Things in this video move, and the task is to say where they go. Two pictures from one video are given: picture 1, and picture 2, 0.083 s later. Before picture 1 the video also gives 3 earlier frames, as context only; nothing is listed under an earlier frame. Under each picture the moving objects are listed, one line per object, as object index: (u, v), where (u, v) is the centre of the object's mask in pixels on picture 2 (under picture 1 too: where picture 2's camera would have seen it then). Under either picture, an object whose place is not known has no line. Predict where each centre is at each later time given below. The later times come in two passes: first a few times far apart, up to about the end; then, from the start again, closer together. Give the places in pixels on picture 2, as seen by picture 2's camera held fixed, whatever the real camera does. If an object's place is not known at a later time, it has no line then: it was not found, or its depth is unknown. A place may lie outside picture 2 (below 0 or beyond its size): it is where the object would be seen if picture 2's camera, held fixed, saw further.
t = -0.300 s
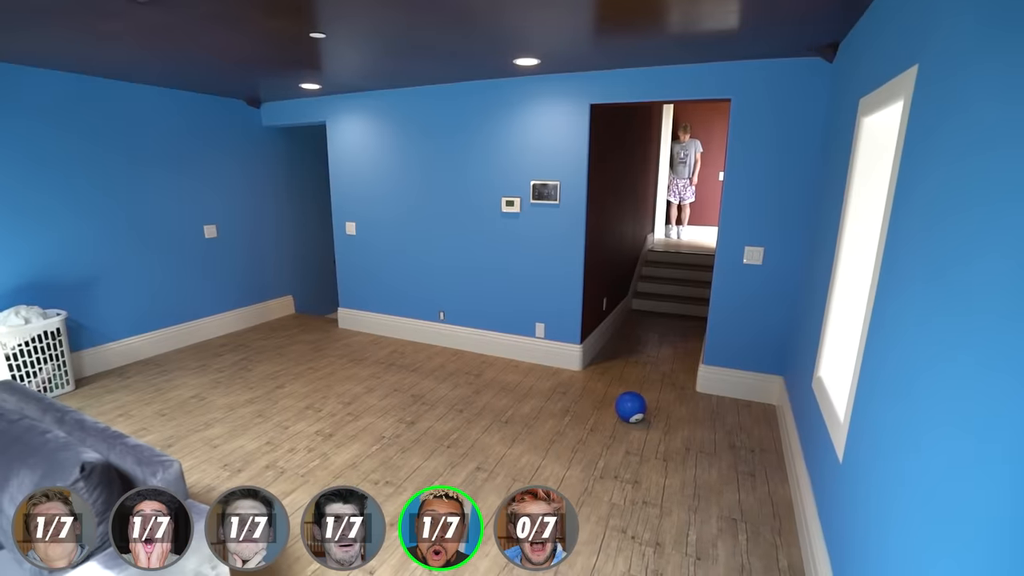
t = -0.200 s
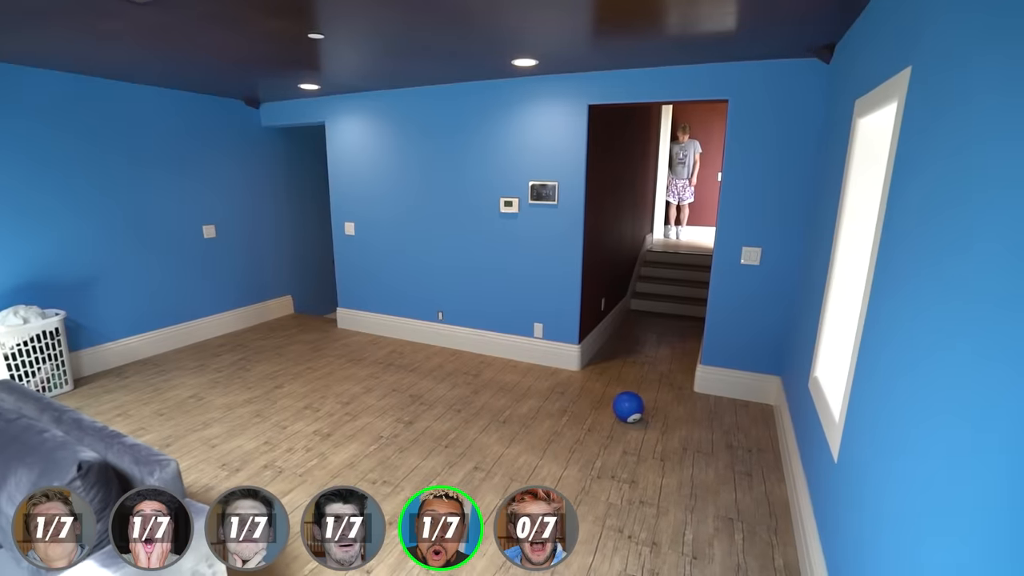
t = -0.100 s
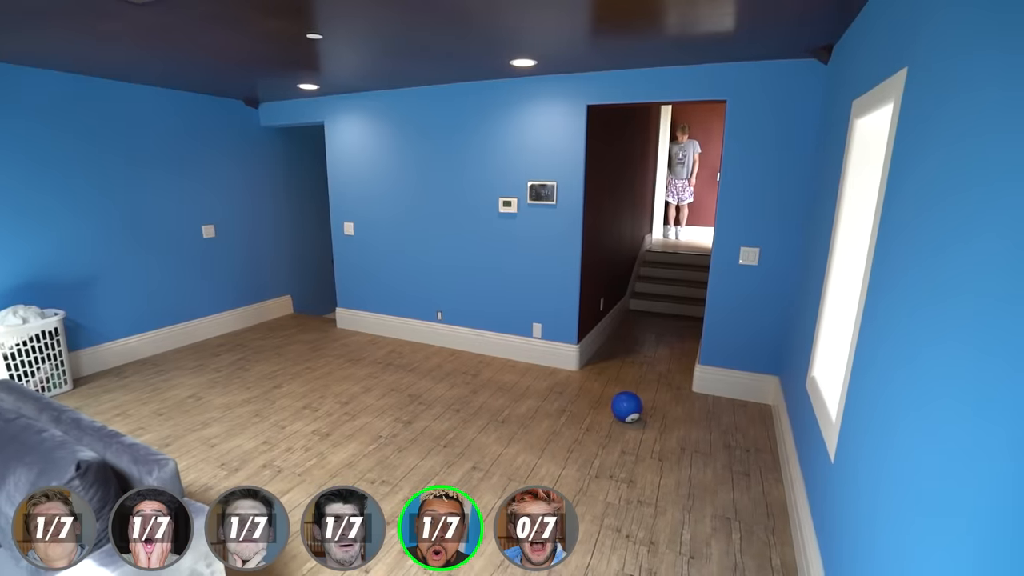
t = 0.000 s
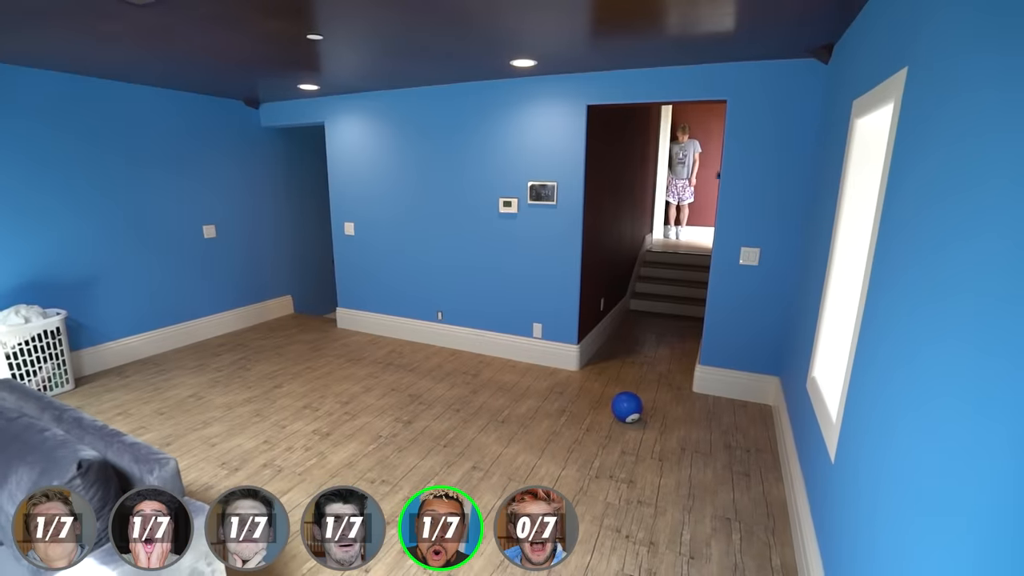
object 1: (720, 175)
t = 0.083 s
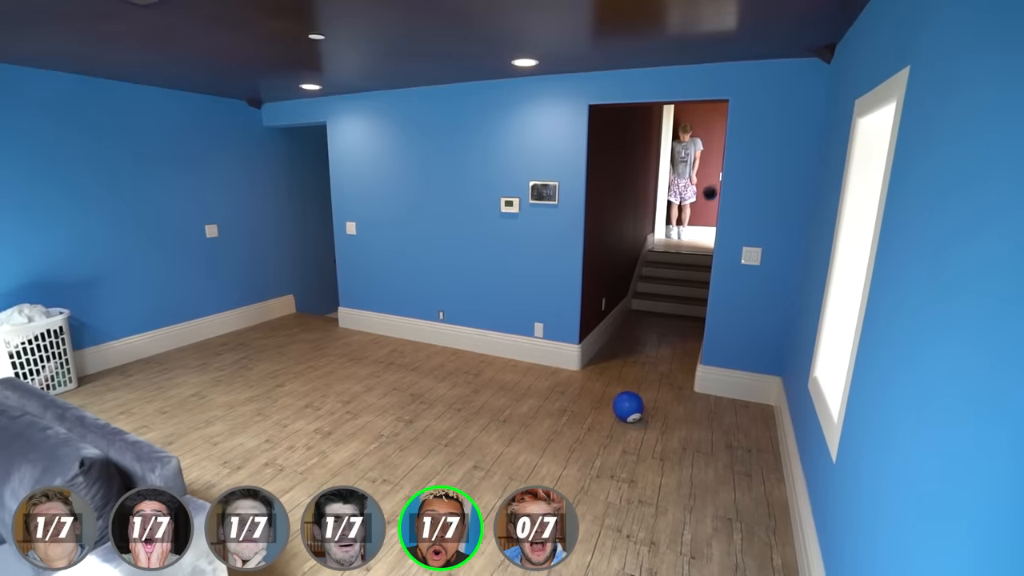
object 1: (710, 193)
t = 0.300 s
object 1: (659, 275)
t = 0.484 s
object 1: (630, 285)
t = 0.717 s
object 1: (645, 262)
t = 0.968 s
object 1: (660, 300)
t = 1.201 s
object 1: (663, 346)
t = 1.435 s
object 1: (647, 334)
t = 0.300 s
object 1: (659, 275)
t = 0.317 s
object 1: (655, 282)
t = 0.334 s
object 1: (653, 290)
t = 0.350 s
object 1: (644, 303)
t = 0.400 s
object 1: (635, 303)
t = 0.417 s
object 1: (633, 297)
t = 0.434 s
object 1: (631, 294)
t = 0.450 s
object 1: (629, 292)
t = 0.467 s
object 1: (630, 287)
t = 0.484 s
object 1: (630, 285)
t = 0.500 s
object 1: (631, 281)
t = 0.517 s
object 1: (630, 278)
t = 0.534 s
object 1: (633, 276)
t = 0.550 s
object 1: (635, 273)
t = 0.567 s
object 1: (634, 272)
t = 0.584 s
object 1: (637, 268)
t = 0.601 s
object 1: (638, 266)
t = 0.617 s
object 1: (640, 266)
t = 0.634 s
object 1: (641, 266)
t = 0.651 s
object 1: (641, 265)
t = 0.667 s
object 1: (642, 263)
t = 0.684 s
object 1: (643, 263)
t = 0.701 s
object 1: (644, 262)
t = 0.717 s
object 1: (645, 262)
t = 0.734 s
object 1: (645, 264)
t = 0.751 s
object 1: (646, 264)
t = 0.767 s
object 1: (648, 264)
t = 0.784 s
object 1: (648, 266)
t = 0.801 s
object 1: (650, 269)
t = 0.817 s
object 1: (651, 270)
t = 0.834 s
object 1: (653, 271)
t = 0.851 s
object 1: (653, 273)
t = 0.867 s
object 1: (654, 275)
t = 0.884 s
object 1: (655, 279)
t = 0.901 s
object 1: (656, 282)
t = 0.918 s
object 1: (657, 285)
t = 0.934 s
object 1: (658, 290)
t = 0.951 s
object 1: (660, 295)
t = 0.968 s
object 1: (660, 300)
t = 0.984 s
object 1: (660, 305)
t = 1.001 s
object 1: (662, 310)
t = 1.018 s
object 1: (662, 317)
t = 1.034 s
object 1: (663, 322)
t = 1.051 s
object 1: (664, 328)
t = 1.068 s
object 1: (665, 335)
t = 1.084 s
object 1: (665, 343)
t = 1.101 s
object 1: (666, 351)
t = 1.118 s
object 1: (667, 360)
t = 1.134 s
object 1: (666, 360)
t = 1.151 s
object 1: (666, 357)
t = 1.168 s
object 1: (665, 353)
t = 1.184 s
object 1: (664, 349)
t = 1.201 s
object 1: (663, 346)
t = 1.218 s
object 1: (662, 343)
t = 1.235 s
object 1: (661, 341)
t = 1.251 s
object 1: (660, 339)
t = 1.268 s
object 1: (659, 337)
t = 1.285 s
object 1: (658, 334)
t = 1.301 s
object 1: (658, 333)
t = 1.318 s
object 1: (656, 332)
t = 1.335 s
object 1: (655, 332)
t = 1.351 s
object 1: (654, 331)
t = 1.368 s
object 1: (653, 331)
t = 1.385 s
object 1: (652, 331)
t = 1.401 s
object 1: (650, 332)
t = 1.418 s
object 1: (649, 333)
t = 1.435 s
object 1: (647, 334)
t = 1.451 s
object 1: (646, 336)
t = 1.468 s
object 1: (644, 339)
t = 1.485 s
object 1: (643, 341)
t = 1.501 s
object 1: (641, 344)
